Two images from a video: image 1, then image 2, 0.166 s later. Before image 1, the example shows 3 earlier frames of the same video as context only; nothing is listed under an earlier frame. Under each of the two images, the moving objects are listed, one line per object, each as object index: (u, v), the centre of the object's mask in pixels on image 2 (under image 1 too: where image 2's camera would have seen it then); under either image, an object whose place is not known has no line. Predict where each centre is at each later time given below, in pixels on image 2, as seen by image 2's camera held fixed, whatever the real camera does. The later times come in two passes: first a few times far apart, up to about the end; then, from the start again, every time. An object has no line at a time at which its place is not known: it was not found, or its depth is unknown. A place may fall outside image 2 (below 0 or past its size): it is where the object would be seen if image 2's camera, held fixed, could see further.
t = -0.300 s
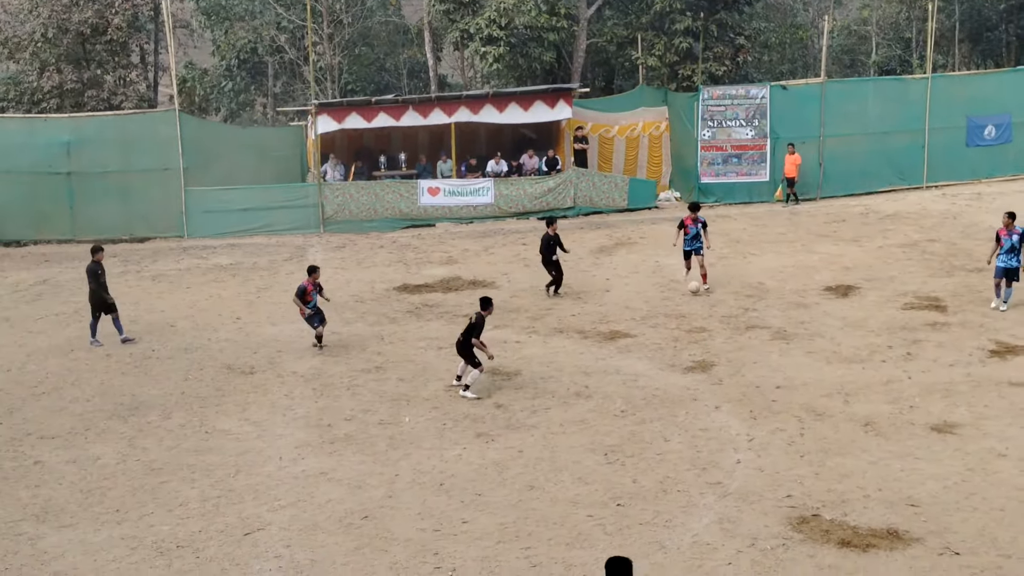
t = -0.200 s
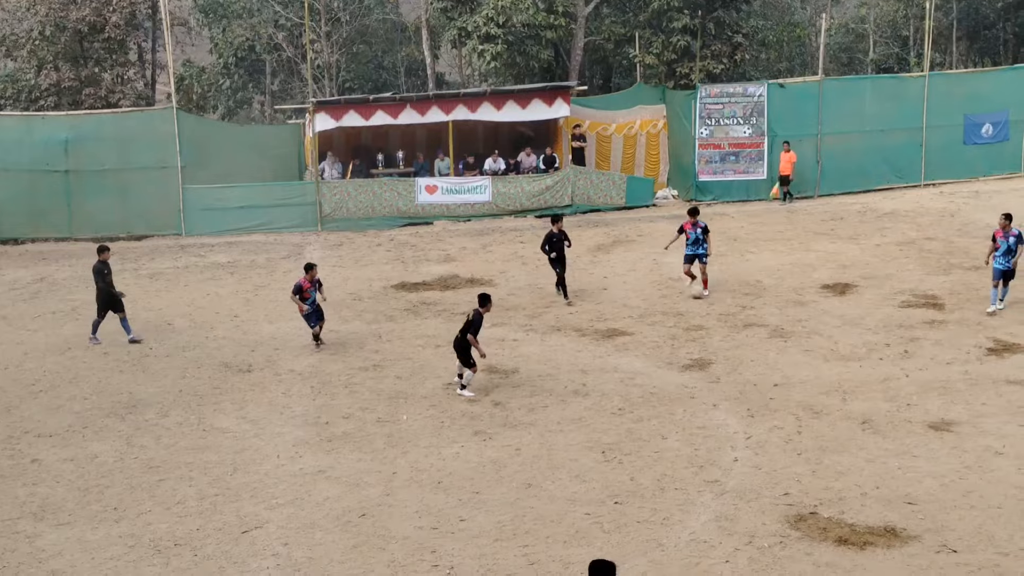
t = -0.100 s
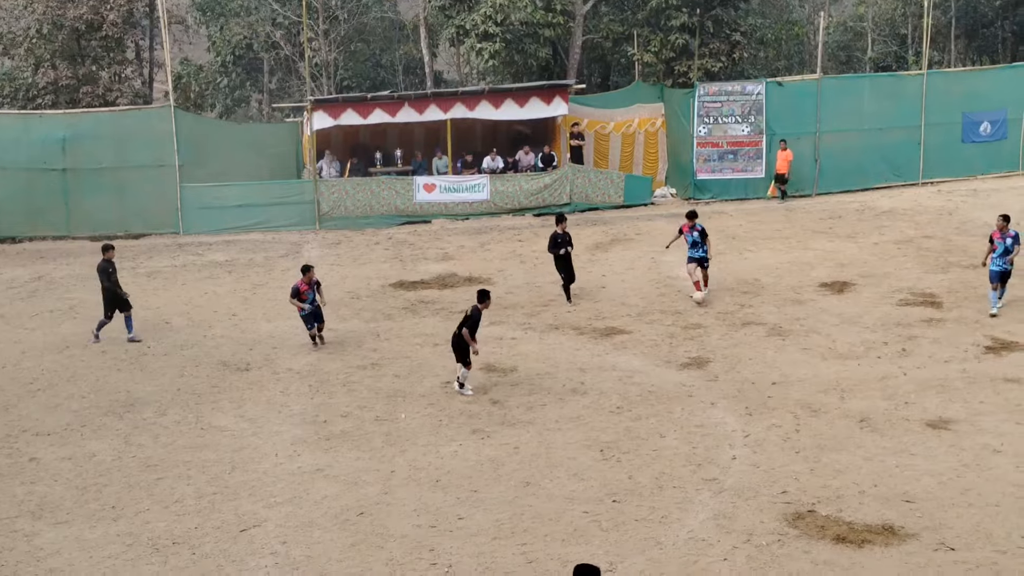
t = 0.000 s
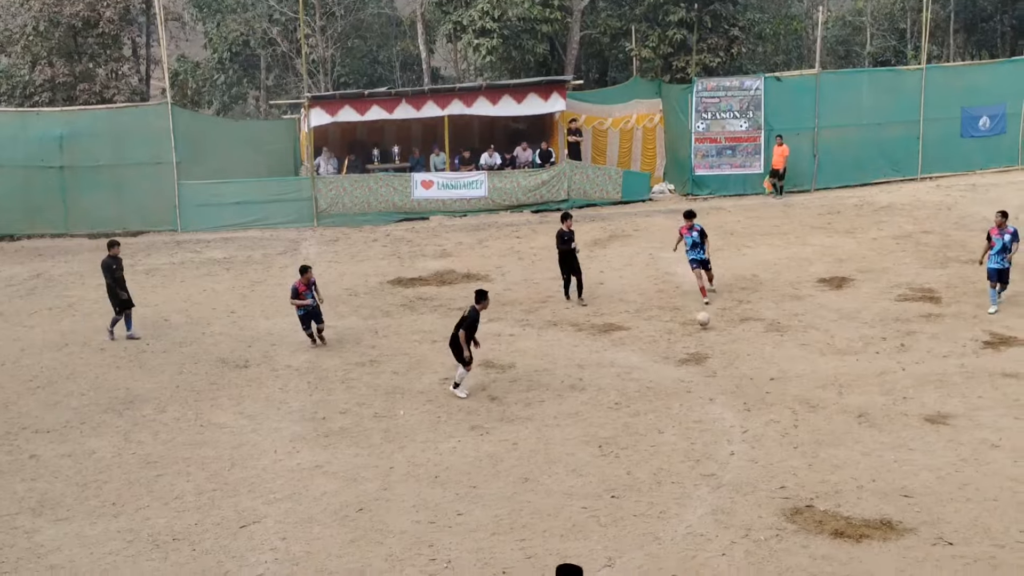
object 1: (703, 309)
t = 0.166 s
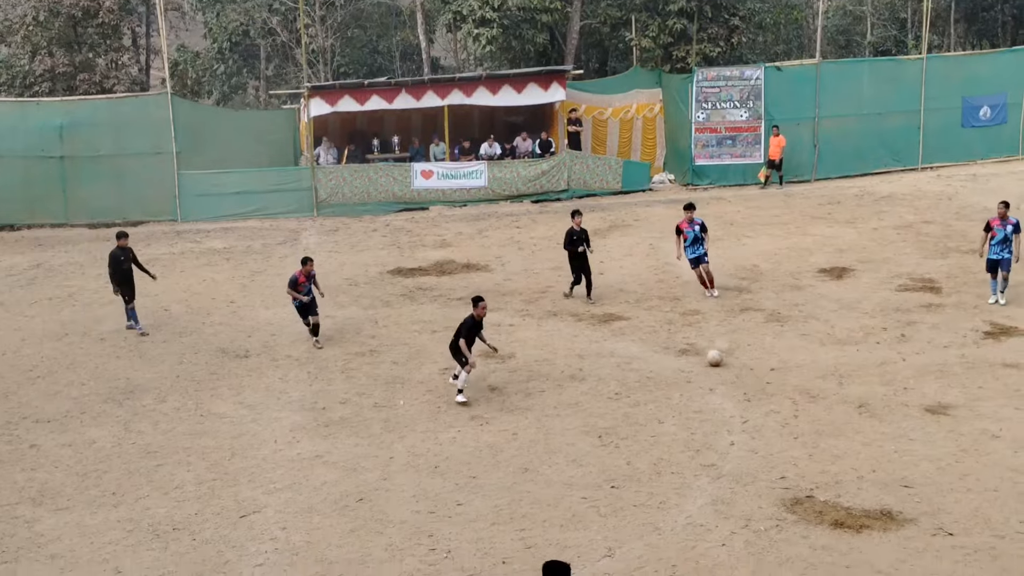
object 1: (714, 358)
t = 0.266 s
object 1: (723, 386)
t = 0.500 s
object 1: (745, 460)
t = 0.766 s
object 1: (778, 576)
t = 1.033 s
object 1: (826, 724)
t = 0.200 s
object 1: (717, 368)
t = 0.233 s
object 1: (721, 377)
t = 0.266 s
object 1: (723, 386)
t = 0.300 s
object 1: (725, 392)
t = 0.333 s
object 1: (729, 405)
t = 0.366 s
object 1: (732, 422)
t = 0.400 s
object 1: (737, 438)
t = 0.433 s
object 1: (740, 446)
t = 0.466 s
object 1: (743, 454)
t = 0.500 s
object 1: (745, 460)
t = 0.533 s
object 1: (749, 473)
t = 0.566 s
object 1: (754, 484)
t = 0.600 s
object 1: (757, 502)
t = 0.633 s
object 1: (762, 522)
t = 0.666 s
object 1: (767, 542)
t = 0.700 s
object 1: (768, 554)
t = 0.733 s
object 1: (773, 566)
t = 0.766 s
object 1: (778, 576)
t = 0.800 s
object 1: (782, 589)
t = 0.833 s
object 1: (787, 606)
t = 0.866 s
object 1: (792, 624)
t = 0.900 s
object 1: (795, 636)
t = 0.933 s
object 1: (802, 657)
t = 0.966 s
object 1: (809, 682)
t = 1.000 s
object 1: (816, 699)
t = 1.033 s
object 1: (826, 724)
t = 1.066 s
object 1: (835, 749)
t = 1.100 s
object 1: (839, 762)
